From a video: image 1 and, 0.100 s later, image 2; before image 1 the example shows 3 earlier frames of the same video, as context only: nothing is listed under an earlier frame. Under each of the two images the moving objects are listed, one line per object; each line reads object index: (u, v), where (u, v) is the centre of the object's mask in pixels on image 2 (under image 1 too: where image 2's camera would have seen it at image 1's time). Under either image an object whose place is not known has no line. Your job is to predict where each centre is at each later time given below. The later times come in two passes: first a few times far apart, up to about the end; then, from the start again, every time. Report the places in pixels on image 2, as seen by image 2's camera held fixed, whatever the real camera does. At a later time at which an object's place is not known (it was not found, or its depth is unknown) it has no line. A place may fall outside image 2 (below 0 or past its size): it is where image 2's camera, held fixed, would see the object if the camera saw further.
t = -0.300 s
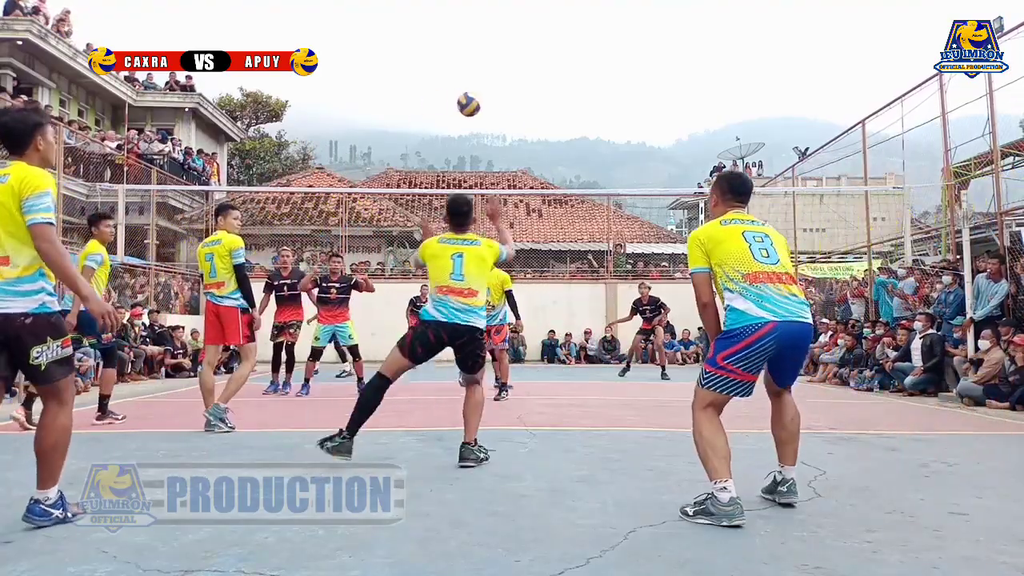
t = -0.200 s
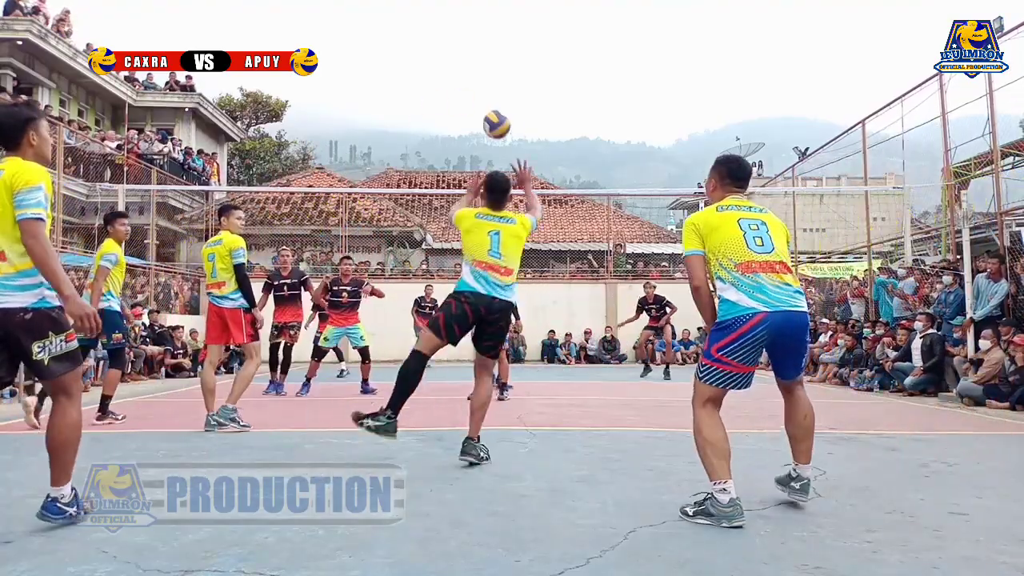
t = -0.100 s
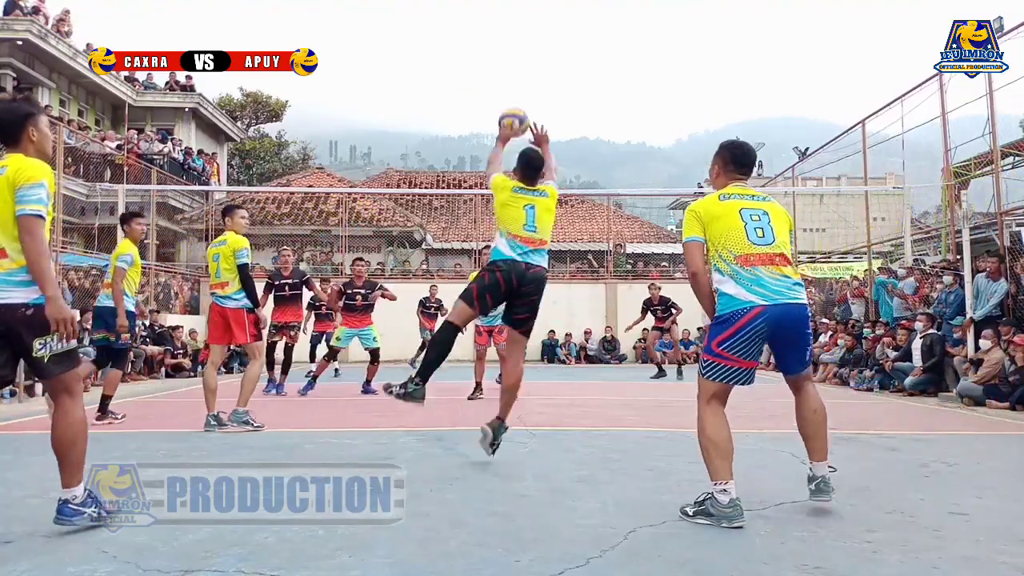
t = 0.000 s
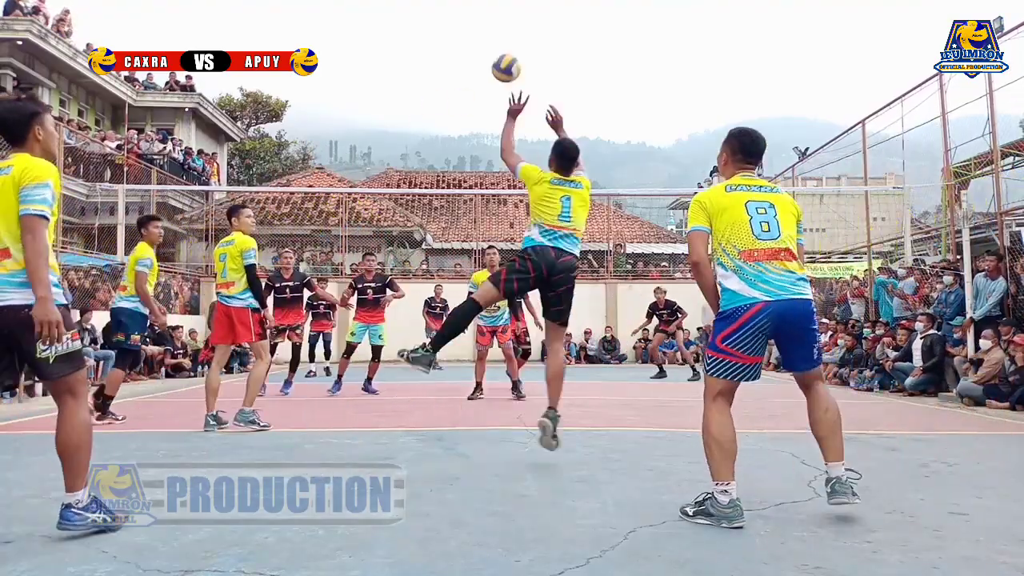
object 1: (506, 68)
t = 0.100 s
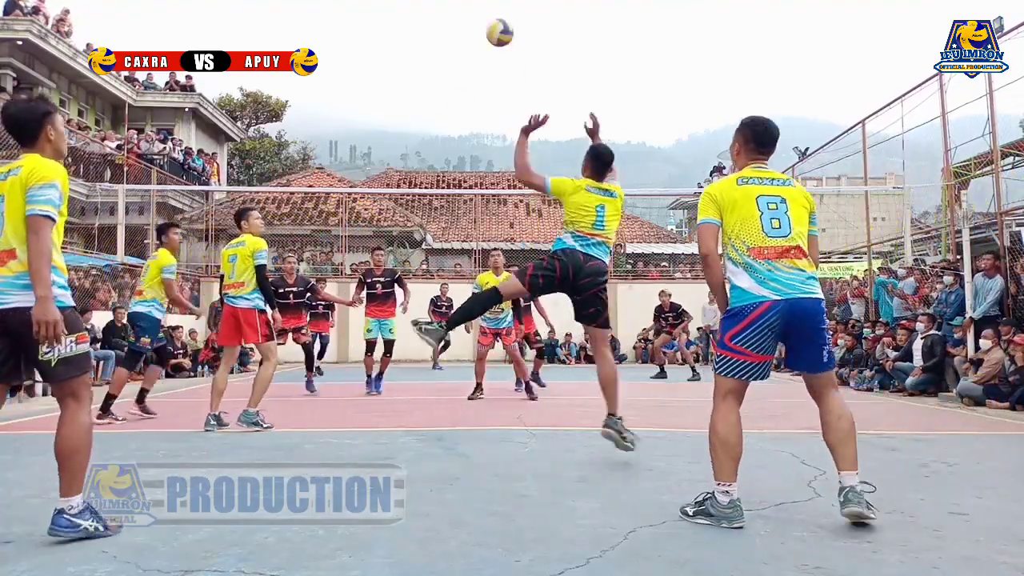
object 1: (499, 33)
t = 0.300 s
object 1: (488, 9)
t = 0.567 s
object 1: (476, 45)
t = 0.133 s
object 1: (497, 24)
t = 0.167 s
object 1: (495, 18)
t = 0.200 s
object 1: (493, 13)
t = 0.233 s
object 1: (491, 10)
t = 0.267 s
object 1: (489, 10)
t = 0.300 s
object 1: (488, 9)
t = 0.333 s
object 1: (486, 9)
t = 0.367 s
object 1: (484, 10)
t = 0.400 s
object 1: (483, 12)
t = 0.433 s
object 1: (481, 17)
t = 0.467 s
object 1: (479, 22)
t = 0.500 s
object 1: (478, 28)
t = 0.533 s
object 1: (477, 36)
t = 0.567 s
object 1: (476, 45)
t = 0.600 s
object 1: (474, 54)
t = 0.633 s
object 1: (473, 65)
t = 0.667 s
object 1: (471, 76)
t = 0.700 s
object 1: (470, 88)
